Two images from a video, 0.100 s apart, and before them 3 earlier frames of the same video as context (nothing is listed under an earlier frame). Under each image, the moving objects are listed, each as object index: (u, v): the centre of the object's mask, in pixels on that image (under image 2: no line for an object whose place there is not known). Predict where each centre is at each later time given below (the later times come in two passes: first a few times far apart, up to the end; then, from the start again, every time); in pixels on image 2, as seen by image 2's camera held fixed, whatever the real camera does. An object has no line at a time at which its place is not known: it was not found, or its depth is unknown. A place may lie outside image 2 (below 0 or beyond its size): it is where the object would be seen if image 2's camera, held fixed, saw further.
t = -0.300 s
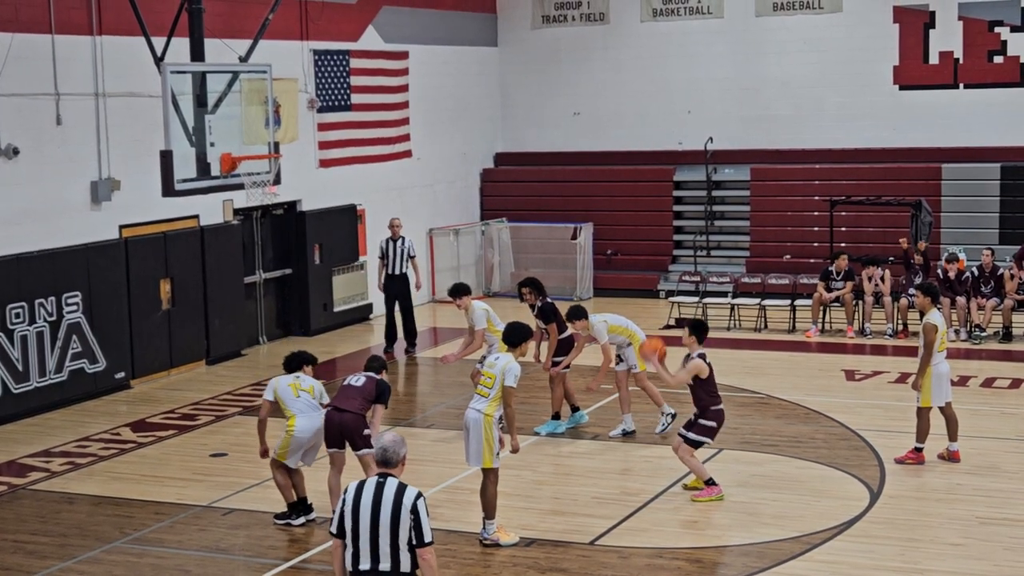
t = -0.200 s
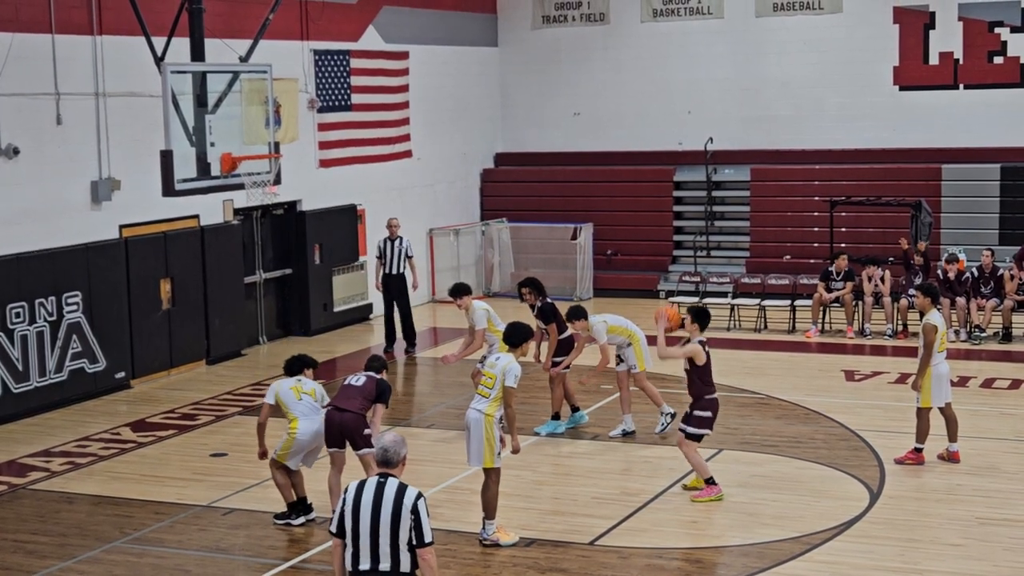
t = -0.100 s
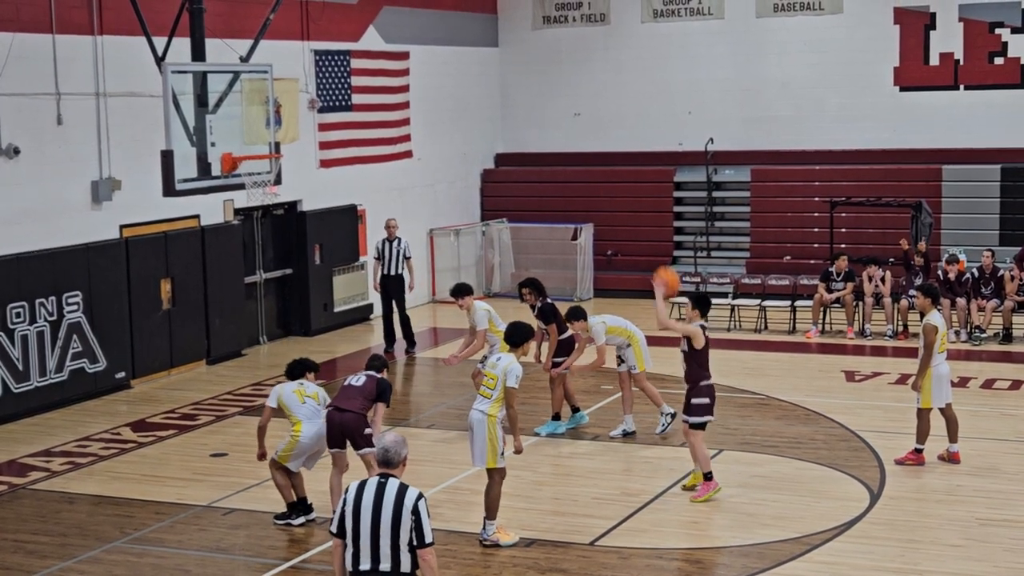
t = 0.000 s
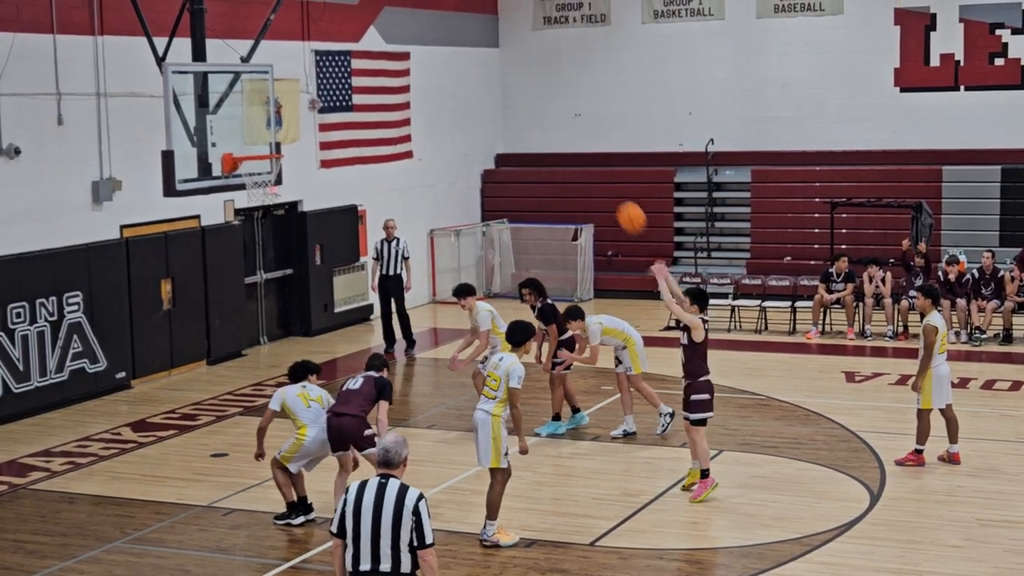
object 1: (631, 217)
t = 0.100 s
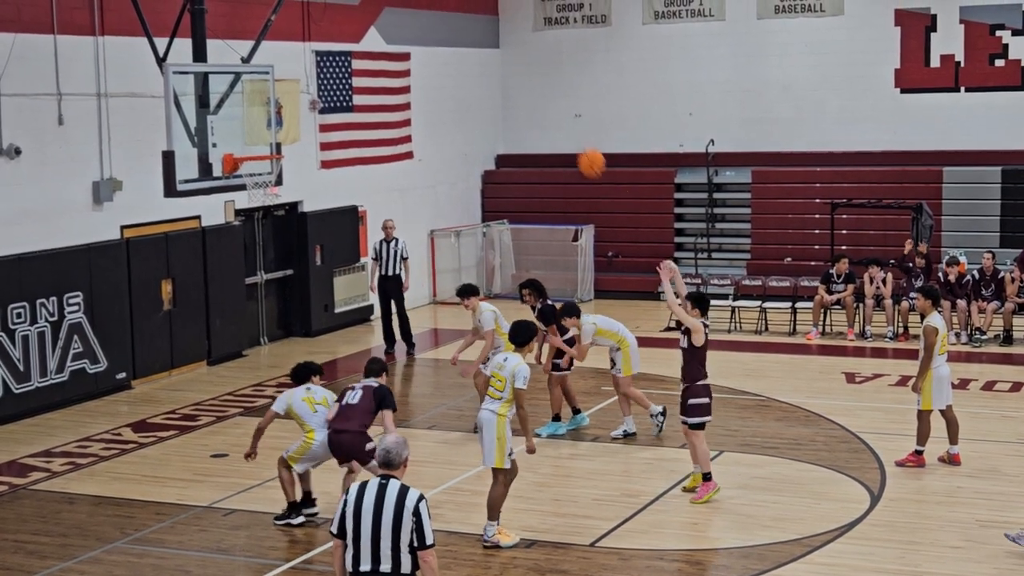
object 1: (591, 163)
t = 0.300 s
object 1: (512, 83)
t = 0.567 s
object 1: (417, 49)
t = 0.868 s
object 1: (319, 99)
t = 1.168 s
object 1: (244, 139)
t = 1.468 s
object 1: (266, 153)
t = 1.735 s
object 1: (253, 187)
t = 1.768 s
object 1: (254, 194)
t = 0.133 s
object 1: (577, 146)
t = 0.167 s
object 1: (564, 130)
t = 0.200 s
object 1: (550, 117)
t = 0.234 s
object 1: (538, 104)
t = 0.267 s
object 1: (525, 93)
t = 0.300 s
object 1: (512, 83)
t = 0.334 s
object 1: (500, 75)
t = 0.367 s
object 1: (487, 67)
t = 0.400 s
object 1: (475, 61)
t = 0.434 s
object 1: (463, 56)
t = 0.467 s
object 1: (451, 53)
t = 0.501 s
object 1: (439, 50)
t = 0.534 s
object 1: (428, 49)
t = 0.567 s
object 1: (417, 49)
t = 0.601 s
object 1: (405, 50)
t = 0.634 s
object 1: (394, 52)
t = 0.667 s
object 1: (382, 57)
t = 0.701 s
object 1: (372, 60)
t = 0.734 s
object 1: (360, 66)
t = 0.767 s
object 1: (349, 73)
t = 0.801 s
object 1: (339, 81)
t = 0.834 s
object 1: (328, 90)
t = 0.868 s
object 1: (319, 99)
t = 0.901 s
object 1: (309, 109)
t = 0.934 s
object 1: (298, 121)
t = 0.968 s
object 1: (287, 136)
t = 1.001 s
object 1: (279, 145)
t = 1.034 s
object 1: (272, 142)
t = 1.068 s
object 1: (265, 140)
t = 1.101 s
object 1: (258, 138)
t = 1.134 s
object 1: (250, 138)
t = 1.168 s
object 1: (244, 139)
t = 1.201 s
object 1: (238, 140)
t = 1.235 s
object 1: (242, 138)
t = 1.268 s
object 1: (247, 138)
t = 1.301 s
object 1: (251, 139)
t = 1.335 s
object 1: (256, 140)
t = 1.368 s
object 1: (261, 143)
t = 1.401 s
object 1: (266, 146)
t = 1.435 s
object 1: (270, 152)
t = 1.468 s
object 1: (266, 153)
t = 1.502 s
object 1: (261, 154)
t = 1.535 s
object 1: (257, 157)
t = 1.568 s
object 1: (252, 162)
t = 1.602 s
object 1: (248, 166)
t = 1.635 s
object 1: (250, 170)
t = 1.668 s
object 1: (250, 175)
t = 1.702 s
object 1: (251, 181)
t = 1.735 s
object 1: (253, 187)
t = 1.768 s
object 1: (254, 194)
